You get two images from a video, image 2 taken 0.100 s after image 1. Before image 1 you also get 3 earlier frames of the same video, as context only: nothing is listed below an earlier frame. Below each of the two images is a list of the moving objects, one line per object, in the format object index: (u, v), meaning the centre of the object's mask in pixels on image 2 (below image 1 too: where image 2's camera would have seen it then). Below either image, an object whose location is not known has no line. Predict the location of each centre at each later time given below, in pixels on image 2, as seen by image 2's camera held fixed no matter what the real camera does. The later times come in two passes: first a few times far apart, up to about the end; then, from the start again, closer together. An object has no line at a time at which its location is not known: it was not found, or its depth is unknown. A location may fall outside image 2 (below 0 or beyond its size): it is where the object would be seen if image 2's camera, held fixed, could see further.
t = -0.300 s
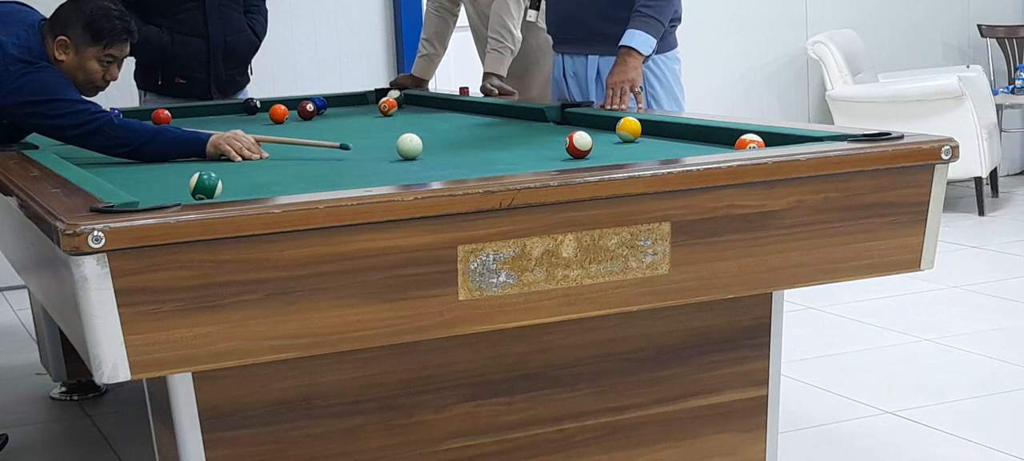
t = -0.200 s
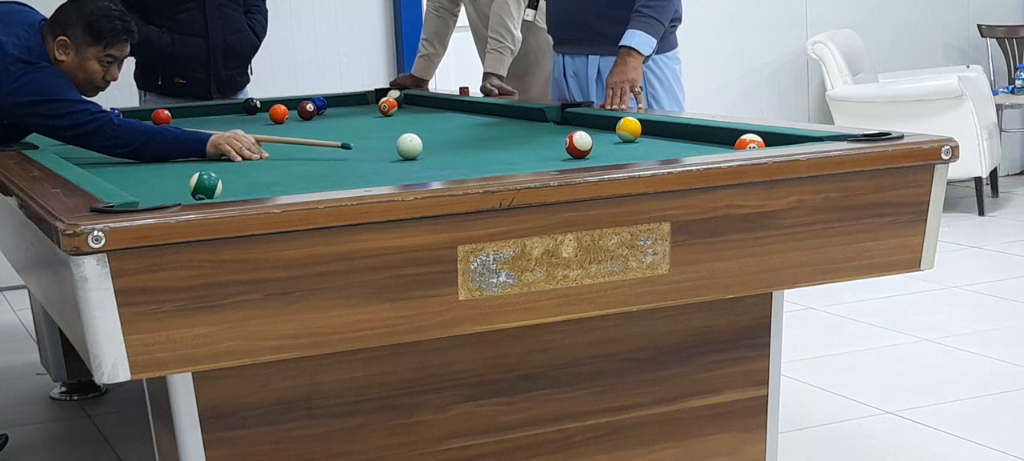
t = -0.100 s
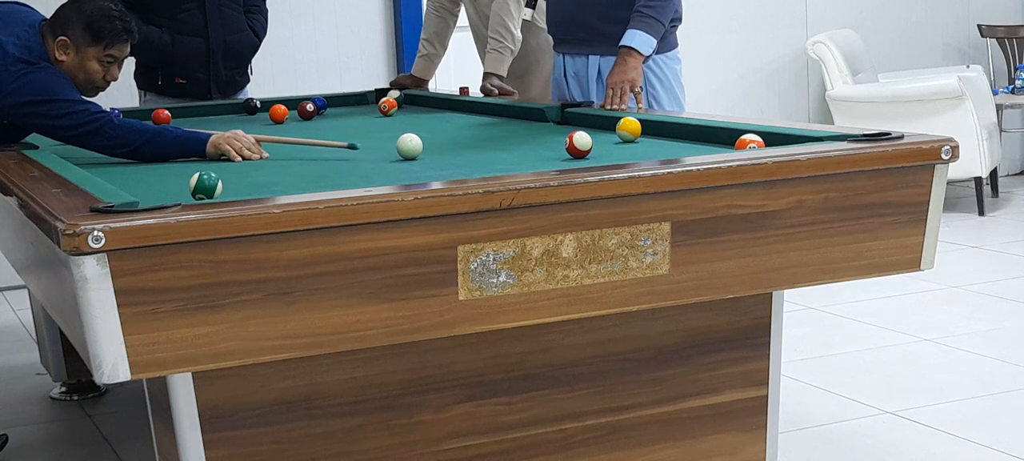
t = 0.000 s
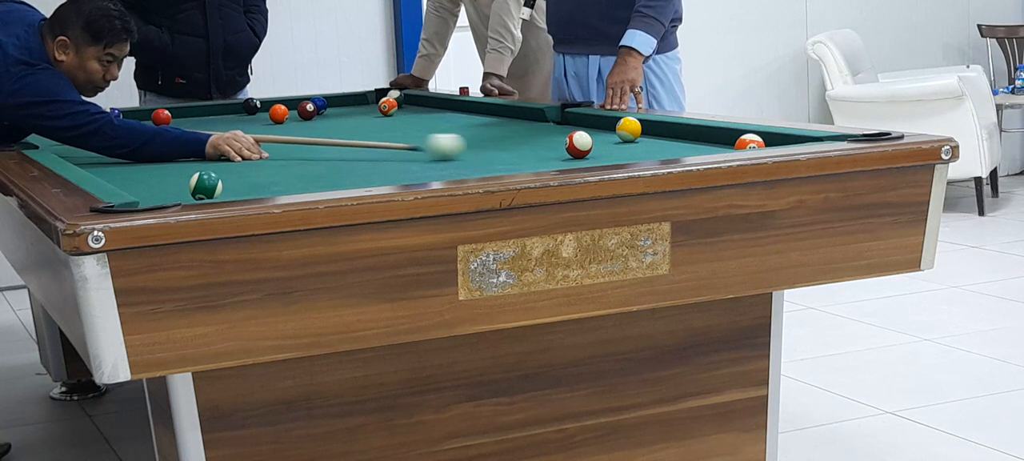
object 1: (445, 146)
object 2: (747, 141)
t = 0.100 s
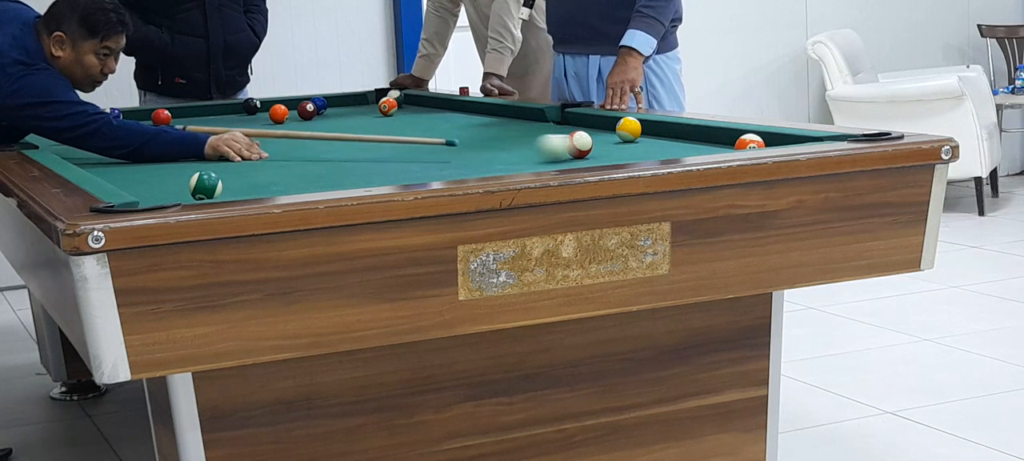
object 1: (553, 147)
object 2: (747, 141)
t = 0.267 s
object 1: (719, 144)
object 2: (753, 140)
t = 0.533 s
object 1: (751, 144)
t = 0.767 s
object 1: (728, 144)
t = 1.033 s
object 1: (704, 144)
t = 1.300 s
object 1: (684, 143)
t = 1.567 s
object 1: (667, 143)
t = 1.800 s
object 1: (655, 142)
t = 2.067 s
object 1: (643, 140)
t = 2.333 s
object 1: (634, 139)
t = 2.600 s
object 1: (627, 138)
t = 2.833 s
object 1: (622, 137)
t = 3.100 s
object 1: (618, 137)
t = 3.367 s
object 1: (616, 137)
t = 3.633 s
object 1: (617, 137)
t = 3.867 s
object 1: (617, 137)
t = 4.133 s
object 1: (617, 137)
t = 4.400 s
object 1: (617, 137)
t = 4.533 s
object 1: (619, 132)
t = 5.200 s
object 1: (619, 134)
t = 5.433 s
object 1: (618, 136)
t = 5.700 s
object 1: (618, 136)
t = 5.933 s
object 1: (617, 137)
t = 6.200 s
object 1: (617, 137)
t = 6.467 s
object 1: (617, 137)
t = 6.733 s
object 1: (617, 137)
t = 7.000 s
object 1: (617, 137)
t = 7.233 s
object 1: (617, 137)
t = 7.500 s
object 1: (617, 137)
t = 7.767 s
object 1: (617, 137)
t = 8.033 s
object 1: (617, 137)
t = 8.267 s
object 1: (617, 137)
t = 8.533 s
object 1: (617, 137)
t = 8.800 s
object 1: (617, 137)
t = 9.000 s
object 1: (617, 137)
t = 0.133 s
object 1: (594, 147)
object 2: (747, 141)
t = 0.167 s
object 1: (628, 147)
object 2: (747, 141)
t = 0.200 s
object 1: (661, 145)
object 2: (747, 141)
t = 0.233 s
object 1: (695, 144)
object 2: (747, 141)
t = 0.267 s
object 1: (719, 144)
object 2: (753, 140)
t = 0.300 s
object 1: (720, 144)
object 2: (786, 139)
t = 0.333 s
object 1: (723, 145)
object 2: (816, 138)
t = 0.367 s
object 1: (728, 145)
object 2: (841, 137)
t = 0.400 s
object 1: (734, 145)
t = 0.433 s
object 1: (742, 144)
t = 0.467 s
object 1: (750, 144)
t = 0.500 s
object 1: (755, 144)
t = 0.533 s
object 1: (751, 144)
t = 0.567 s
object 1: (747, 144)
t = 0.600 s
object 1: (744, 144)
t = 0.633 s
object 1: (741, 144)
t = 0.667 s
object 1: (737, 144)
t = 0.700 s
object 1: (734, 144)
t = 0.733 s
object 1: (731, 144)
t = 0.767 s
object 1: (728, 144)
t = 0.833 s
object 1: (721, 144)
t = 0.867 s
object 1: (718, 144)
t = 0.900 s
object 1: (715, 144)
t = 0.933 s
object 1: (712, 144)
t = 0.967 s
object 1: (710, 144)
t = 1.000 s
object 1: (707, 144)
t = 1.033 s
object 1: (704, 144)
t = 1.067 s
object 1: (702, 144)
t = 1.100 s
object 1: (699, 144)
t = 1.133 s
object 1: (696, 144)
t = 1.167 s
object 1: (694, 143)
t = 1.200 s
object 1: (691, 144)
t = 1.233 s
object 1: (689, 143)
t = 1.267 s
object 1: (686, 143)
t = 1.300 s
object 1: (684, 143)
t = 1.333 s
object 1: (682, 143)
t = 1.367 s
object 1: (680, 143)
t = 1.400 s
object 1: (677, 143)
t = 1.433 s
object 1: (675, 143)
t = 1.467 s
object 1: (673, 143)
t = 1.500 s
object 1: (671, 143)
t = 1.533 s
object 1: (669, 143)
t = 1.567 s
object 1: (667, 143)
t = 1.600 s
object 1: (665, 143)
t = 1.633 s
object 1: (663, 142)
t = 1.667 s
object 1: (662, 142)
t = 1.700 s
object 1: (660, 142)
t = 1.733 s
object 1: (658, 142)
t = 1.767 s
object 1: (657, 142)
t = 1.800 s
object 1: (655, 142)
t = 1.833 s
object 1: (653, 142)
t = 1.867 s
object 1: (652, 141)
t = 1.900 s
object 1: (650, 141)
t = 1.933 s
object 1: (649, 141)
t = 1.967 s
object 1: (647, 141)
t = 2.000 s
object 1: (646, 140)
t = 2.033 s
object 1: (645, 140)
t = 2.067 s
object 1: (643, 140)
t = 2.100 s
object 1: (642, 140)
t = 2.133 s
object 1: (641, 140)
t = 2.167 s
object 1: (640, 140)
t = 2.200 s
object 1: (638, 140)
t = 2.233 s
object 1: (637, 139)
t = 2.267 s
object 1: (636, 139)
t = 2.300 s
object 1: (635, 139)
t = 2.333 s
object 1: (634, 139)
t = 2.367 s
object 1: (632, 139)
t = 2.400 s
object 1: (632, 139)
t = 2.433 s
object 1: (631, 139)
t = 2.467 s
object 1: (630, 139)
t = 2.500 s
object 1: (629, 139)
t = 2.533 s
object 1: (628, 139)
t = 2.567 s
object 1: (628, 138)
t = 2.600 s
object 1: (627, 138)
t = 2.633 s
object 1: (626, 138)
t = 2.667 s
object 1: (626, 138)
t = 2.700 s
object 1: (625, 138)
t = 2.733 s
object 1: (624, 138)
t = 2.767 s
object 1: (623, 137)
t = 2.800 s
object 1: (623, 138)
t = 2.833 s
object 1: (622, 137)
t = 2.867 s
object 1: (622, 137)
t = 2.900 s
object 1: (621, 137)
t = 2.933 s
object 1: (620, 137)
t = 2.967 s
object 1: (620, 137)
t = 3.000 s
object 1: (619, 137)
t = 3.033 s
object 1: (619, 137)
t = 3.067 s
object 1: (618, 137)
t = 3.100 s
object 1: (618, 137)
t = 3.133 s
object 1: (618, 137)
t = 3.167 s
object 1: (618, 137)
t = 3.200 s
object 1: (617, 137)
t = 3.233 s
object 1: (617, 137)
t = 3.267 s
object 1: (617, 137)
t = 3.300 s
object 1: (617, 137)
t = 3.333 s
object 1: (617, 137)
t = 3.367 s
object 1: (616, 137)
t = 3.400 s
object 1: (616, 137)
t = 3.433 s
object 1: (616, 137)
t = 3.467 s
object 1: (616, 137)
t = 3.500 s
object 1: (617, 137)
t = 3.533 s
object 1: (617, 137)
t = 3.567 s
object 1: (617, 137)
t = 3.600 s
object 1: (617, 137)
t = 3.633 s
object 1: (617, 137)
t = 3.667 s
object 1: (617, 137)
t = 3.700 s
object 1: (617, 137)
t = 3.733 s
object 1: (617, 137)
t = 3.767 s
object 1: (617, 137)
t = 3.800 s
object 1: (617, 137)
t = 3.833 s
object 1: (617, 137)
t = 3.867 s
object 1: (617, 137)
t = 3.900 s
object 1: (617, 137)
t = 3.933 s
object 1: (617, 137)
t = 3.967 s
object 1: (617, 137)
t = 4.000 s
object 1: (617, 137)
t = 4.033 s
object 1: (617, 137)
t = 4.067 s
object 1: (617, 137)
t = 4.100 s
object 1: (617, 137)
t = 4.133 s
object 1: (617, 137)
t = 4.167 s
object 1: (617, 137)
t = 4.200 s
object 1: (617, 137)
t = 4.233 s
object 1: (617, 137)
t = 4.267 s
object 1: (617, 137)
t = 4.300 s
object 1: (617, 137)
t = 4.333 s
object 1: (617, 137)
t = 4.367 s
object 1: (617, 137)
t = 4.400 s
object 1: (617, 137)
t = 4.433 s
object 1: (617, 137)
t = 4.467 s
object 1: (617, 137)
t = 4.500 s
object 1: (617, 137)
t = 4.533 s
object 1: (619, 132)
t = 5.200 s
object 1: (619, 134)
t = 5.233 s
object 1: (618, 135)
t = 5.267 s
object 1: (618, 136)
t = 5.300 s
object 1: (618, 136)
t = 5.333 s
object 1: (618, 136)
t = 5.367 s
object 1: (618, 136)
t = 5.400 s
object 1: (618, 136)
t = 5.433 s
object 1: (618, 136)
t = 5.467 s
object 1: (618, 136)
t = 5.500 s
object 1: (618, 136)
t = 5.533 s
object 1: (618, 136)
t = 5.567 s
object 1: (618, 136)
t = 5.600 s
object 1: (618, 136)
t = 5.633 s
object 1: (617, 136)
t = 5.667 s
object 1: (618, 136)
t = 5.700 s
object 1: (618, 136)
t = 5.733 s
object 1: (618, 136)
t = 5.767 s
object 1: (618, 136)
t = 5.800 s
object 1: (617, 136)
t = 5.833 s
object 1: (617, 137)
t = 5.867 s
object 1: (617, 137)
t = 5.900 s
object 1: (617, 137)
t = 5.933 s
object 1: (617, 137)
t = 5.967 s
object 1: (617, 137)
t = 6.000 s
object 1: (617, 137)
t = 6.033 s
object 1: (617, 137)
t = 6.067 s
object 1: (617, 137)
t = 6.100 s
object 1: (617, 137)
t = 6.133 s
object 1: (617, 137)
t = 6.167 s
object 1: (617, 137)
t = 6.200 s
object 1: (617, 137)
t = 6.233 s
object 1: (617, 137)
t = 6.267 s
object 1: (617, 137)
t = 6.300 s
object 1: (617, 137)
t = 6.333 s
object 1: (617, 137)
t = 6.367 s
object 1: (617, 137)
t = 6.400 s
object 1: (617, 137)
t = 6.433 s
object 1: (617, 137)
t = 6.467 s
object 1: (617, 137)
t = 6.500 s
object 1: (617, 137)
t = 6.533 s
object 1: (617, 137)
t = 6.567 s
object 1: (617, 137)
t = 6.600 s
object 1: (617, 137)
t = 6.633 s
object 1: (617, 137)
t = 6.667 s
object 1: (617, 137)
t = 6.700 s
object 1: (617, 137)
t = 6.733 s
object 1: (617, 137)
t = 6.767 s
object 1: (617, 137)
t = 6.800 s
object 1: (617, 137)
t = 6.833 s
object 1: (617, 137)
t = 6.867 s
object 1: (617, 137)
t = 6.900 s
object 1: (617, 137)
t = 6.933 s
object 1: (617, 137)
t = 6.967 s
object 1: (617, 137)
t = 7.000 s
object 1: (617, 137)
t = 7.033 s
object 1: (617, 137)
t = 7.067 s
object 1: (617, 137)
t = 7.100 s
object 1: (617, 137)
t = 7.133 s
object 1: (617, 137)
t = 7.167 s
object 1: (617, 137)
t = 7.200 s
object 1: (617, 137)
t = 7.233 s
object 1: (617, 137)
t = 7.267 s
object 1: (617, 137)
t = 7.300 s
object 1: (617, 137)
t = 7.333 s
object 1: (617, 137)
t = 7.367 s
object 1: (617, 137)
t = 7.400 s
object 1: (617, 137)
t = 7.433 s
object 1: (617, 137)
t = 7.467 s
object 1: (617, 137)
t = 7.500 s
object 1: (617, 137)
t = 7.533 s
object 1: (617, 137)
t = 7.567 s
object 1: (617, 137)
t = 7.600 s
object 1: (617, 137)
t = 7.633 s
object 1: (617, 137)
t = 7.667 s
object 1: (617, 137)
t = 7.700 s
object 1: (617, 137)
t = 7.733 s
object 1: (617, 137)
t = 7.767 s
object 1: (617, 137)
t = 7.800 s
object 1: (617, 137)
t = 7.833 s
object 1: (617, 137)
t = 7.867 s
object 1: (617, 137)
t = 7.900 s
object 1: (617, 137)
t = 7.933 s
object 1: (617, 137)
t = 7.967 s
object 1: (617, 137)
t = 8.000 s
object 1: (617, 137)
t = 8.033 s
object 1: (617, 137)
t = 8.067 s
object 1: (617, 137)
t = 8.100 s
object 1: (617, 137)
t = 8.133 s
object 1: (617, 137)
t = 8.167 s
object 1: (617, 137)
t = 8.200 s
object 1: (617, 137)
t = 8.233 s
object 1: (617, 137)
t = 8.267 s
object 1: (617, 137)
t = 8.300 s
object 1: (617, 137)
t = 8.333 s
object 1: (617, 137)
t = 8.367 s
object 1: (617, 137)
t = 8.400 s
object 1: (617, 137)
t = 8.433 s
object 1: (617, 137)
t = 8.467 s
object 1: (617, 137)
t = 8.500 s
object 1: (617, 137)
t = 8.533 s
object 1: (617, 137)
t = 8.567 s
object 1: (617, 137)
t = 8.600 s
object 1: (617, 137)
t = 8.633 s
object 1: (617, 137)
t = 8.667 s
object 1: (617, 137)
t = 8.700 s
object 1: (617, 137)
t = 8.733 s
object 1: (617, 137)
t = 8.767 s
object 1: (617, 137)
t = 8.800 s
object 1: (617, 137)
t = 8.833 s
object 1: (617, 137)
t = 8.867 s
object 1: (617, 137)
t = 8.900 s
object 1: (617, 137)
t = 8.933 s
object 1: (617, 137)
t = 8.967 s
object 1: (617, 137)
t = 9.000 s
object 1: (617, 137)
